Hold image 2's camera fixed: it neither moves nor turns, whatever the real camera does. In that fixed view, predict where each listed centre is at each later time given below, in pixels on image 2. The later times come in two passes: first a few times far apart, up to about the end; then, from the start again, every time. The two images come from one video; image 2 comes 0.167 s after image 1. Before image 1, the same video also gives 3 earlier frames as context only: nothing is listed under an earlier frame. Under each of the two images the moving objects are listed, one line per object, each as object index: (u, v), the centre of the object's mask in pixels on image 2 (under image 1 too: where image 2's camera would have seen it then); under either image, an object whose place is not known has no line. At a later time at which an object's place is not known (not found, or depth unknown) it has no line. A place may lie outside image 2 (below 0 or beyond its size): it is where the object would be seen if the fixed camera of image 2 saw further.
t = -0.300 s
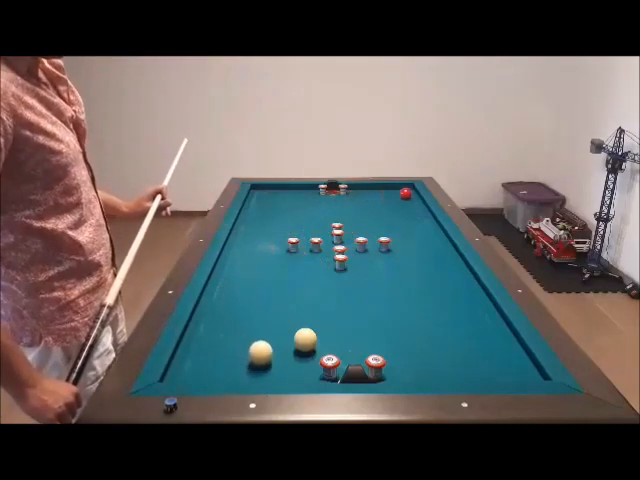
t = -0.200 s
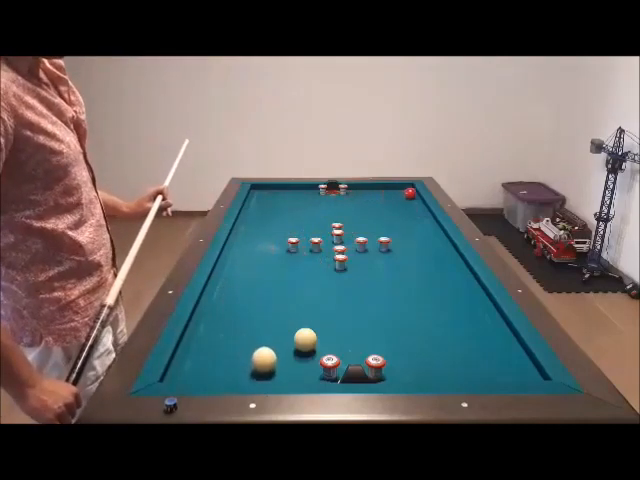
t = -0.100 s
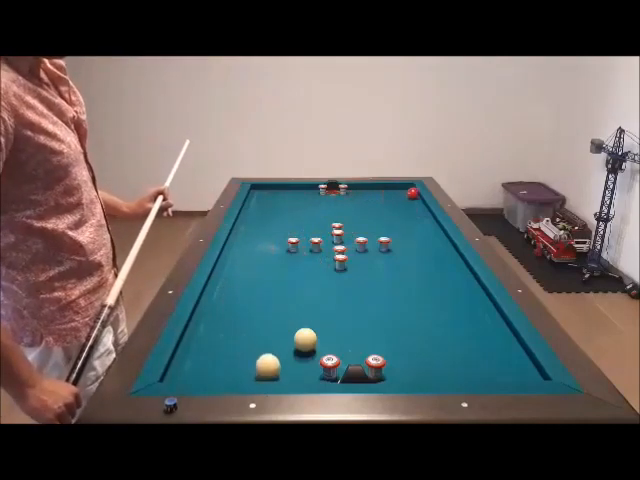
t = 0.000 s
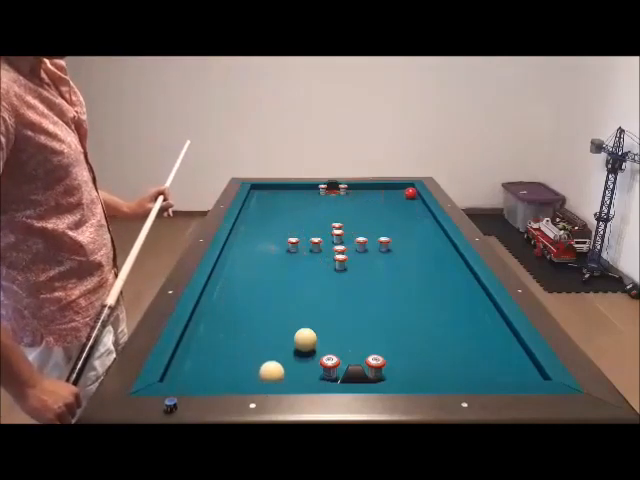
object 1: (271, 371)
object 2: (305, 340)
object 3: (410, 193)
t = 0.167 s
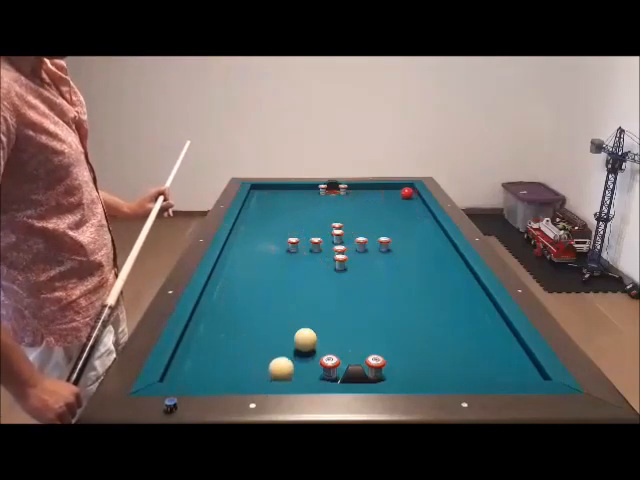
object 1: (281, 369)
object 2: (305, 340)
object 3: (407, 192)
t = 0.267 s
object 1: (286, 367)
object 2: (305, 339)
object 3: (404, 192)
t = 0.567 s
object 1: (301, 355)
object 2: (306, 337)
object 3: (398, 193)
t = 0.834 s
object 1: (311, 351)
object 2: (306, 332)
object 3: (393, 193)
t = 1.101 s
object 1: (318, 348)
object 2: (307, 330)
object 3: (389, 192)
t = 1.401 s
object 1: (327, 346)
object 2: (309, 327)
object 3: (384, 193)
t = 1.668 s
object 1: (333, 345)
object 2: (309, 324)
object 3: (382, 193)
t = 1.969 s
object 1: (338, 345)
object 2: (309, 322)
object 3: (379, 193)
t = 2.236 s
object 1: (341, 346)
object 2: (310, 320)
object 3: (378, 193)
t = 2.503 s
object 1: (343, 346)
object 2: (310, 320)
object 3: (377, 193)
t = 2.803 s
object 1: (343, 346)
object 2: (310, 319)
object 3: (377, 193)
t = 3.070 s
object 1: (343, 346)
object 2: (310, 319)
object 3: (377, 193)
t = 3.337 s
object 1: (343, 346)
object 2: (310, 320)
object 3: (377, 193)
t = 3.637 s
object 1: (343, 346)
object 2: (310, 319)
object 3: (377, 193)
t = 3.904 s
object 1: (343, 346)
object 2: (310, 319)
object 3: (377, 193)
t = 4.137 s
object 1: (343, 346)
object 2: (310, 319)
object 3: (377, 193)
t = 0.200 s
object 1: (282, 368)
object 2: (305, 339)
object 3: (406, 193)
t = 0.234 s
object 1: (284, 368)
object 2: (305, 339)
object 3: (405, 192)
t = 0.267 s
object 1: (286, 367)
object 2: (305, 339)
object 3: (404, 192)
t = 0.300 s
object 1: (288, 366)
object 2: (305, 339)
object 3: (404, 192)
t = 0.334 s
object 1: (289, 364)
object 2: (305, 339)
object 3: (403, 192)
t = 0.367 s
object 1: (291, 362)
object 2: (305, 339)
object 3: (402, 193)
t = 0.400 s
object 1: (293, 361)
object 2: (305, 339)
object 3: (402, 193)
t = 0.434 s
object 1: (295, 360)
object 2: (306, 339)
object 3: (401, 193)
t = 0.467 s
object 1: (296, 359)
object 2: (306, 338)
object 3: (400, 193)
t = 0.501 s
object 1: (298, 358)
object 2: (306, 338)
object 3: (399, 192)
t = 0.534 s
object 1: (300, 356)
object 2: (306, 337)
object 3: (399, 193)
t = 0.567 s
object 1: (301, 355)
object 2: (306, 337)
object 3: (398, 193)
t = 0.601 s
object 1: (303, 354)
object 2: (306, 336)
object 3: (398, 193)
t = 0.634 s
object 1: (304, 353)
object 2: (306, 335)
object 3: (397, 192)
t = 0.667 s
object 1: (305, 353)
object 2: (306, 335)
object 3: (396, 192)
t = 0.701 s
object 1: (306, 352)
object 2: (306, 334)
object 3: (395, 192)
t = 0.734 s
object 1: (308, 352)
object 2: (306, 334)
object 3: (395, 192)
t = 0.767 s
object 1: (308, 352)
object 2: (306, 333)
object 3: (395, 193)
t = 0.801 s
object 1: (310, 352)
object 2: (306, 333)
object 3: (394, 192)
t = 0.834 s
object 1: (311, 351)
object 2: (306, 332)
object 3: (393, 193)
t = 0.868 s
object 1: (312, 351)
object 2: (306, 332)
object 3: (393, 193)
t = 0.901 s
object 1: (313, 350)
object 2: (306, 332)
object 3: (392, 192)
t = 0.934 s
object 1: (314, 350)
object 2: (306, 331)
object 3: (392, 192)
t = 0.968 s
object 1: (314, 350)
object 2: (306, 331)
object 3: (391, 192)
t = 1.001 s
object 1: (315, 349)
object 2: (306, 331)
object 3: (390, 193)
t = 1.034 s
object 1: (316, 349)
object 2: (307, 331)
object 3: (390, 193)
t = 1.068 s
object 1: (317, 349)
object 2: (307, 331)
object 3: (389, 193)
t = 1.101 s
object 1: (318, 348)
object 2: (307, 330)
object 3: (389, 192)
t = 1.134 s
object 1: (319, 348)
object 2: (307, 330)
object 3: (389, 192)
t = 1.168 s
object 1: (320, 347)
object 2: (308, 330)
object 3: (388, 192)
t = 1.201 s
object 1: (321, 347)
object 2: (308, 329)
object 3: (387, 193)
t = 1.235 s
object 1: (322, 347)
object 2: (308, 329)
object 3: (387, 193)
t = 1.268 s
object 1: (323, 347)
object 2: (308, 328)
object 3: (387, 193)
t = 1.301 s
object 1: (324, 347)
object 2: (308, 328)
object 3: (386, 192)
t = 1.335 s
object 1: (325, 346)
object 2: (308, 328)
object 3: (385, 193)
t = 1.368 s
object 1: (326, 346)
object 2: (308, 327)
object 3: (385, 193)
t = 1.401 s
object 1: (327, 346)
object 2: (309, 327)
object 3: (384, 193)
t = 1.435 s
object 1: (328, 346)
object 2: (309, 326)
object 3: (384, 193)
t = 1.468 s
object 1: (328, 346)
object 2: (309, 326)
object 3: (384, 193)
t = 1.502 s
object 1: (329, 345)
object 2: (309, 326)
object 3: (384, 193)
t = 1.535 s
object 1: (330, 345)
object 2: (309, 325)
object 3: (384, 193)
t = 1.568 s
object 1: (330, 345)
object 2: (309, 325)
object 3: (383, 193)
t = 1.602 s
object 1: (331, 345)
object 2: (309, 325)
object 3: (383, 193)
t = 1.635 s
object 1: (332, 345)
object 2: (309, 324)
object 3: (382, 193)
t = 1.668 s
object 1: (333, 345)
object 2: (309, 324)
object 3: (382, 193)
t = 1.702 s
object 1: (333, 345)
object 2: (309, 324)
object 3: (381, 193)
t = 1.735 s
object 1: (334, 345)
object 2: (309, 323)
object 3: (381, 193)
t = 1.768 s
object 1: (334, 345)
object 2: (309, 323)
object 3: (381, 193)
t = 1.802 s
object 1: (335, 345)
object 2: (309, 323)
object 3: (381, 193)
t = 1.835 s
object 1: (336, 345)
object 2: (309, 323)
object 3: (380, 193)
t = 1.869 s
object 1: (336, 345)
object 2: (309, 322)
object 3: (380, 193)
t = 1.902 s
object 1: (337, 345)
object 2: (309, 322)
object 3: (380, 193)
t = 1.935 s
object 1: (337, 345)
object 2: (309, 322)
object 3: (380, 193)
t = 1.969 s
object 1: (338, 345)
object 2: (309, 322)
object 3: (379, 193)
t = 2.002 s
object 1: (338, 345)
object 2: (309, 322)
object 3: (379, 193)
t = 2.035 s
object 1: (339, 345)
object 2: (309, 321)
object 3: (379, 193)
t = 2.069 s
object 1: (339, 345)
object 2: (309, 321)
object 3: (379, 193)
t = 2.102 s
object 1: (340, 345)
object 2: (309, 321)
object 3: (378, 193)
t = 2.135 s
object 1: (340, 345)
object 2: (310, 321)
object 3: (378, 193)
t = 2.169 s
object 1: (340, 345)
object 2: (310, 321)
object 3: (378, 193)
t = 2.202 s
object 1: (341, 346)
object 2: (310, 321)
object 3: (378, 193)
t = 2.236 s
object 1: (341, 346)
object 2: (310, 320)
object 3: (378, 193)
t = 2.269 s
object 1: (341, 346)
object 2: (310, 320)
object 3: (378, 193)
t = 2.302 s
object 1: (341, 346)
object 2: (310, 320)
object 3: (378, 193)
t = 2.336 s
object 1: (342, 346)
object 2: (310, 320)
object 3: (378, 193)
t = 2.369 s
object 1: (342, 346)
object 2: (310, 320)
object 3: (378, 193)
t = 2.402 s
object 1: (342, 346)
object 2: (310, 320)
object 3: (378, 193)
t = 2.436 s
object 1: (343, 346)
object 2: (310, 320)
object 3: (378, 193)
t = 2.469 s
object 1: (343, 346)
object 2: (310, 320)
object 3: (377, 193)
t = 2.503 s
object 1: (343, 346)
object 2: (310, 320)
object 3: (377, 193)
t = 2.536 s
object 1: (343, 346)
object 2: (310, 319)
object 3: (377, 193)
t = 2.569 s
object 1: (343, 346)
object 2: (310, 319)
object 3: (377, 193)
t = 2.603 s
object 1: (343, 346)
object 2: (310, 319)
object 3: (377, 193)
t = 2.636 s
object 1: (343, 346)
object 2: (310, 319)
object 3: (378, 193)
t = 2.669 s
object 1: (343, 346)
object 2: (310, 319)
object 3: (377, 193)
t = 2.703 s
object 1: (343, 346)
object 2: (310, 319)
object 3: (377, 193)
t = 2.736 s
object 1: (343, 346)
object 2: (310, 319)
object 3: (377, 193)
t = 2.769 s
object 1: (343, 346)
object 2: (310, 319)
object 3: (377, 193)
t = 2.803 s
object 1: (343, 346)
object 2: (310, 319)
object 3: (377, 193)
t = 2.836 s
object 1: (343, 346)
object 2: (310, 319)
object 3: (377, 193)
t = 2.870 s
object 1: (343, 346)
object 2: (310, 319)
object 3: (377, 193)
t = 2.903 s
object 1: (343, 346)
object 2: (310, 319)
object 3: (377, 193)
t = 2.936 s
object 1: (343, 346)
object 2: (310, 319)
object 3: (377, 193)
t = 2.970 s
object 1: (343, 346)
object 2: (310, 319)
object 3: (377, 193)
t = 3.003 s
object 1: (343, 346)
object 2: (310, 319)
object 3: (377, 193)
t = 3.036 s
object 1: (343, 346)
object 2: (310, 319)
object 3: (377, 193)
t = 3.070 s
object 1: (343, 346)
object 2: (310, 319)
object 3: (377, 193)
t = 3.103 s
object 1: (343, 346)
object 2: (310, 319)
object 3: (377, 193)
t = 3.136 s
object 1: (343, 346)
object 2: (310, 319)
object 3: (377, 193)
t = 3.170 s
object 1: (343, 346)
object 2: (310, 319)
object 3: (377, 193)
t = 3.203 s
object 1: (343, 346)
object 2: (310, 319)
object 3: (377, 193)
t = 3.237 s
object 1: (343, 346)
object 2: (310, 319)
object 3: (377, 193)
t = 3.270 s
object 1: (343, 346)
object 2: (310, 319)
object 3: (377, 193)
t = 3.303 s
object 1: (343, 346)
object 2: (310, 319)
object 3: (377, 193)
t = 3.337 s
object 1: (343, 346)
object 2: (310, 320)
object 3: (377, 193)
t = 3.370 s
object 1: (343, 346)
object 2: (310, 319)
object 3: (377, 193)
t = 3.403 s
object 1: (343, 346)
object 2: (310, 319)
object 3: (377, 193)
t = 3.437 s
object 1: (343, 346)
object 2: (310, 319)
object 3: (377, 193)
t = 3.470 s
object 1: (343, 346)
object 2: (310, 319)
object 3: (377, 193)
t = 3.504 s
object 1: (343, 346)
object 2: (310, 319)
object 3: (377, 193)
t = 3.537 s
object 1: (343, 346)
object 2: (310, 319)
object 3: (377, 193)
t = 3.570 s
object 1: (343, 346)
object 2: (310, 319)
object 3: (377, 193)
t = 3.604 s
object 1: (343, 346)
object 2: (310, 319)
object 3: (377, 193)
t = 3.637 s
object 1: (343, 346)
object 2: (310, 319)
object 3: (377, 193)
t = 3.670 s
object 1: (343, 346)
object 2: (310, 319)
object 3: (377, 193)
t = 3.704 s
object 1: (343, 346)
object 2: (310, 319)
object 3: (377, 193)
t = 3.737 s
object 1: (343, 346)
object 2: (310, 319)
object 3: (377, 193)
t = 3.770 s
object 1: (343, 346)
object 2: (310, 319)
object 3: (377, 193)
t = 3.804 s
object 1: (343, 346)
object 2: (310, 319)
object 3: (377, 193)
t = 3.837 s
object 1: (343, 346)
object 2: (310, 319)
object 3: (377, 193)
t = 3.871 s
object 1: (343, 346)
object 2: (310, 319)
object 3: (377, 193)
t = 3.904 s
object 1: (343, 346)
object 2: (310, 319)
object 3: (377, 193)
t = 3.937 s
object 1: (343, 346)
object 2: (310, 319)
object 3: (377, 193)
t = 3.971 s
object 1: (343, 346)
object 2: (310, 319)
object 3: (377, 193)
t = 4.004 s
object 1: (343, 346)
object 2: (310, 319)
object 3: (377, 193)
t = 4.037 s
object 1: (343, 346)
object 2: (310, 319)
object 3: (377, 193)
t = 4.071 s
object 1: (343, 346)
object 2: (310, 319)
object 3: (377, 193)
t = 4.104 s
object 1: (343, 346)
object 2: (310, 319)
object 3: (377, 193)
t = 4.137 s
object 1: (343, 346)
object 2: (310, 319)
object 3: (377, 193)
